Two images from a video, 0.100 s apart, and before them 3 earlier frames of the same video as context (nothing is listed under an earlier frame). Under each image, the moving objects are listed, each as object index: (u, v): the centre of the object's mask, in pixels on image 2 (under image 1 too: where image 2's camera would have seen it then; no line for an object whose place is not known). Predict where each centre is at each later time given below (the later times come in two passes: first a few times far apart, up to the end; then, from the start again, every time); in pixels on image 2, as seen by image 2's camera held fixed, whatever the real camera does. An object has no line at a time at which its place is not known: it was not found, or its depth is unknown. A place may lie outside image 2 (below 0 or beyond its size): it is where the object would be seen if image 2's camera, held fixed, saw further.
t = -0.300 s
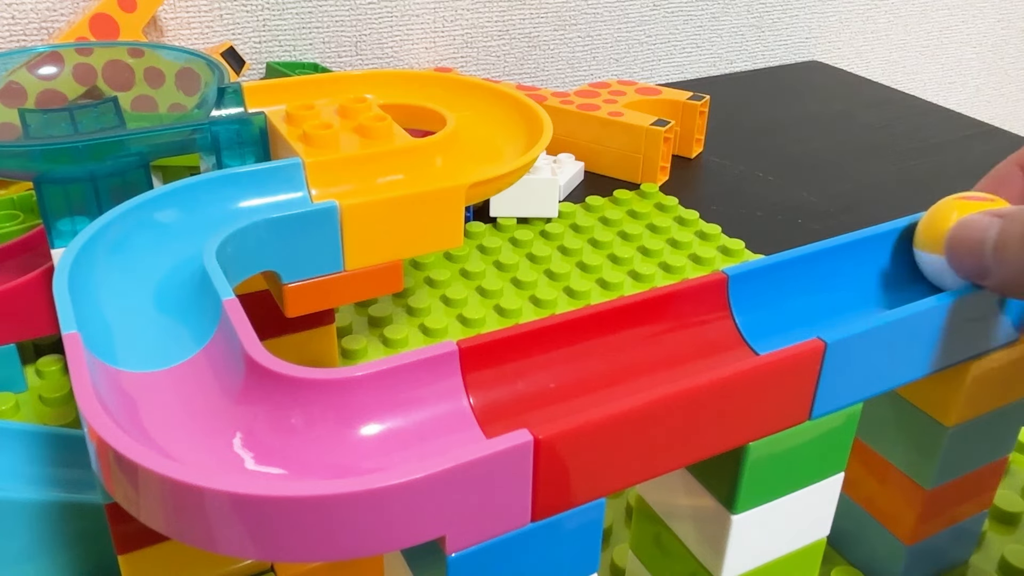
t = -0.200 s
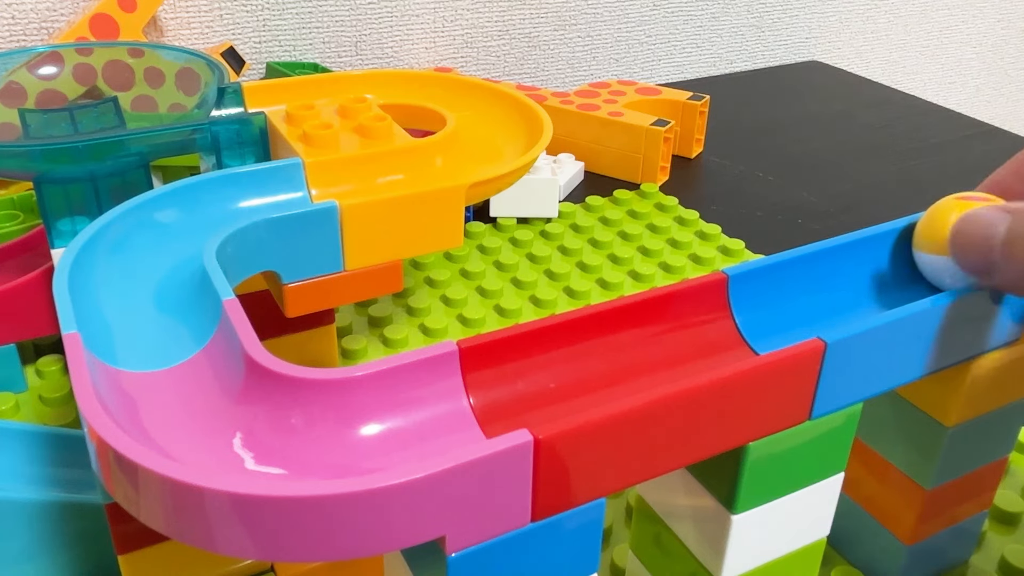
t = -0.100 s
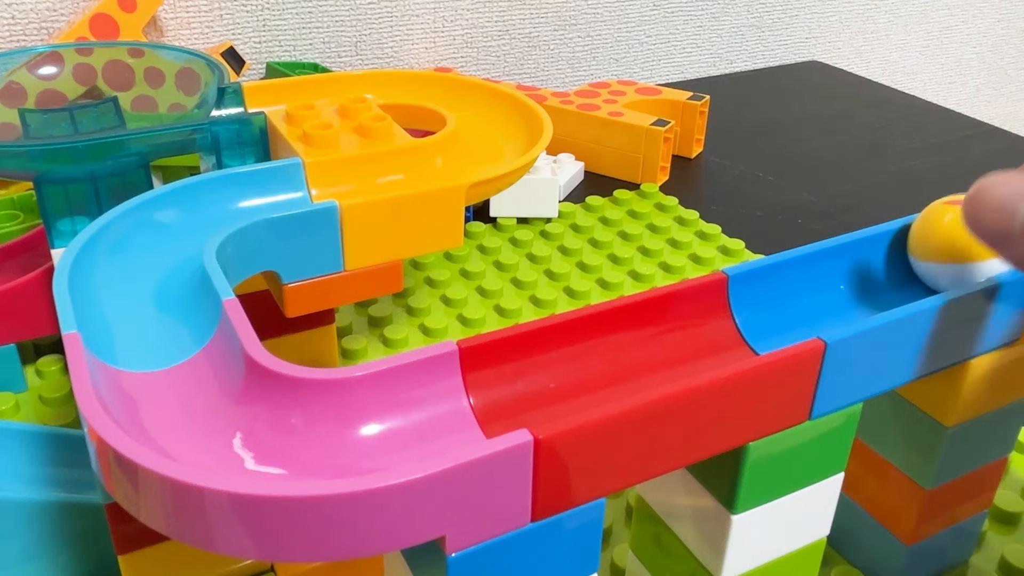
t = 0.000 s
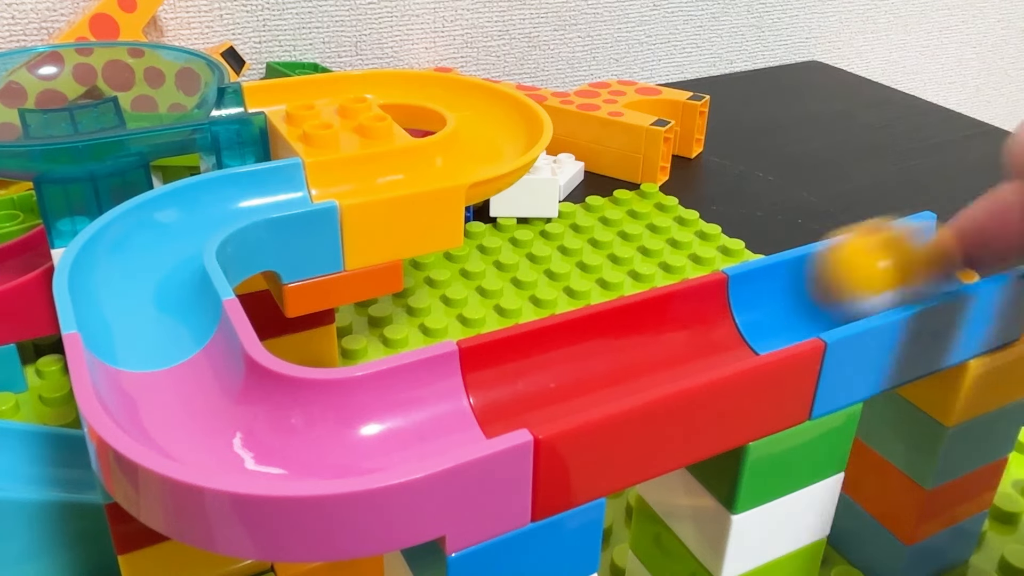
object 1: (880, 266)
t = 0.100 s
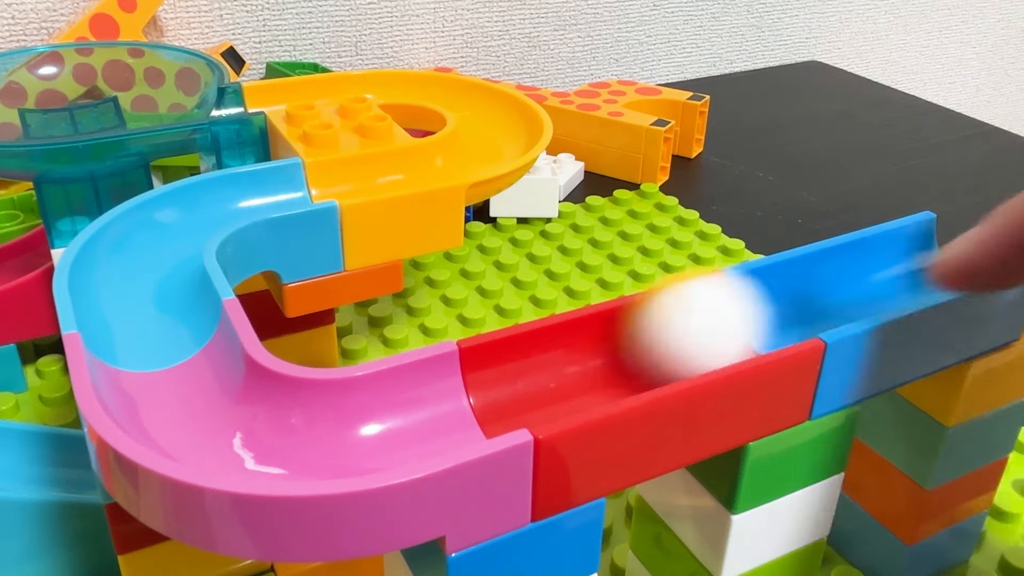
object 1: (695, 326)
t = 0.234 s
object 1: (437, 399)
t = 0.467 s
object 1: (149, 315)
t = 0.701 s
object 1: (233, 187)
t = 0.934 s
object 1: (440, 150)
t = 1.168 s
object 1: (490, 109)
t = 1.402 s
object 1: (375, 74)
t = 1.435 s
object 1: (350, 75)
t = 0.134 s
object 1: (634, 343)
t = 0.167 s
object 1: (568, 363)
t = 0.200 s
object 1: (503, 381)
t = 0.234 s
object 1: (437, 399)
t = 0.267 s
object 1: (362, 416)
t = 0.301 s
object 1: (291, 420)
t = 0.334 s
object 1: (230, 411)
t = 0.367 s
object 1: (191, 392)
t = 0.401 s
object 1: (166, 365)
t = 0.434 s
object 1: (161, 339)
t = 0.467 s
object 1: (149, 315)
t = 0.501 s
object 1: (143, 293)
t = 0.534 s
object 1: (133, 270)
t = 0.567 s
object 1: (137, 251)
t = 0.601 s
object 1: (152, 231)
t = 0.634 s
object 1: (174, 216)
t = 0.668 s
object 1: (201, 200)
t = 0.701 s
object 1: (233, 187)
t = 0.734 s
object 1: (270, 180)
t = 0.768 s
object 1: (304, 174)
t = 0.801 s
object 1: (331, 171)
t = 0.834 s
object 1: (351, 167)
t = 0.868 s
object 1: (387, 162)
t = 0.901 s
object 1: (415, 156)
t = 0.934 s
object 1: (440, 150)
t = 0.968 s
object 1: (462, 145)
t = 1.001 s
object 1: (479, 141)
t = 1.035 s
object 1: (490, 136)
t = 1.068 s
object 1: (498, 130)
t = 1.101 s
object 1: (498, 125)
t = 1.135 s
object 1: (497, 118)
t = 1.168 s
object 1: (490, 109)
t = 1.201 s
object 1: (481, 101)
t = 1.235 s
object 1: (471, 94)
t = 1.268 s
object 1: (456, 87)
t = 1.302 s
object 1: (437, 81)
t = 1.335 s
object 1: (418, 78)
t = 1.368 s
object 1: (397, 76)
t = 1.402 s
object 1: (375, 74)
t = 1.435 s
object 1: (350, 75)
